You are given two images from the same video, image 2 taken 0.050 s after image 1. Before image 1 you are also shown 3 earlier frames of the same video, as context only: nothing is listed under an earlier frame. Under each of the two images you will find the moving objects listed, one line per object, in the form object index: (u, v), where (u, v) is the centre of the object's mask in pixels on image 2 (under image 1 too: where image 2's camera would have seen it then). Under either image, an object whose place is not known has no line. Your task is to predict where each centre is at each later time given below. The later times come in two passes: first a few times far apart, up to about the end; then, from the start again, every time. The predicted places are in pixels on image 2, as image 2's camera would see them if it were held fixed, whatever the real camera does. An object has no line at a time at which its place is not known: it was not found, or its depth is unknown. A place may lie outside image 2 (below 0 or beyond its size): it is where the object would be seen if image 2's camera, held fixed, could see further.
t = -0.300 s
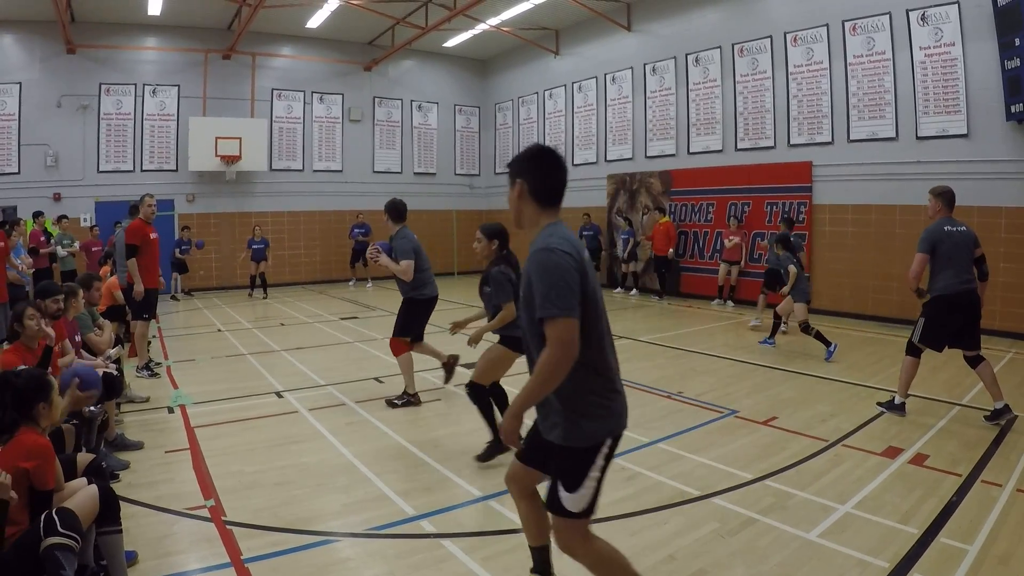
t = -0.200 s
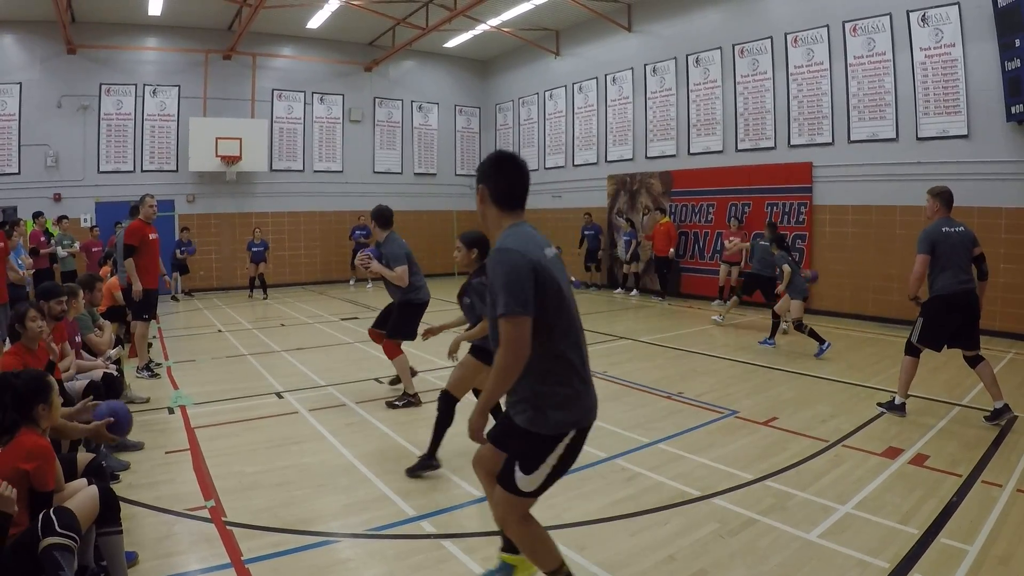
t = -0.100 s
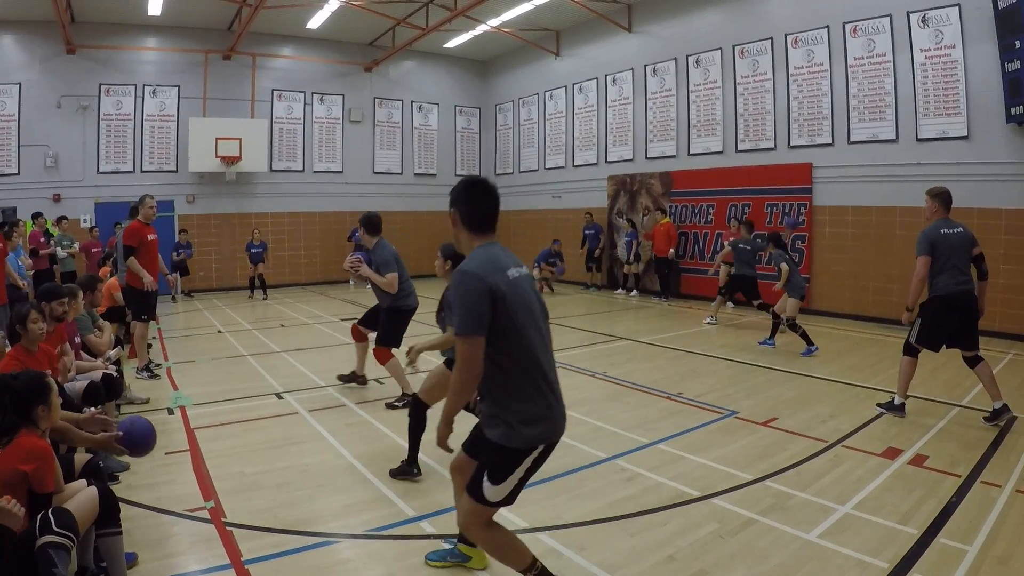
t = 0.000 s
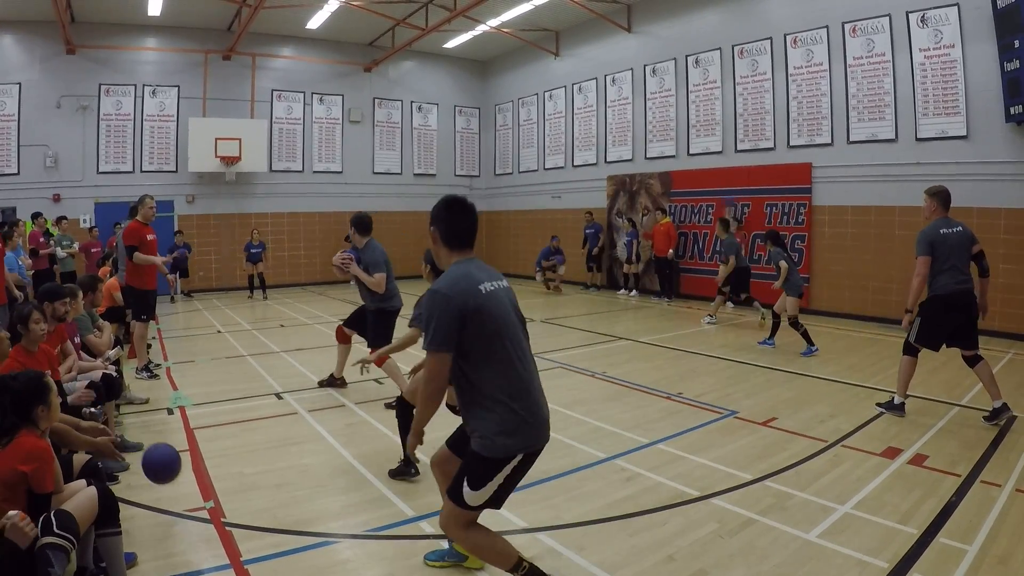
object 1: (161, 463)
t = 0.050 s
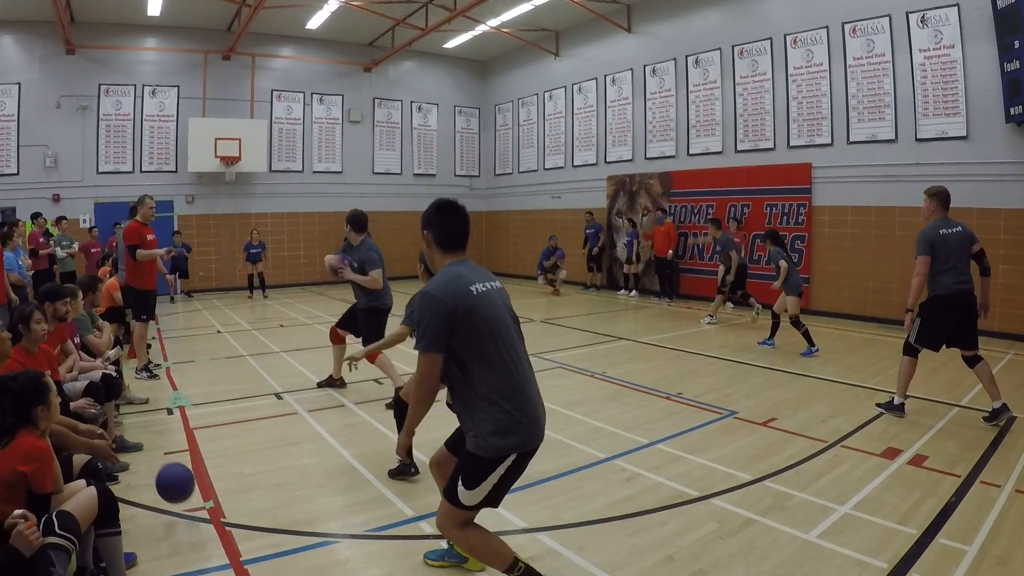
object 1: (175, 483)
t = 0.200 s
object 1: (201, 484)
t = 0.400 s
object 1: (231, 479)
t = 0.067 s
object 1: (179, 490)
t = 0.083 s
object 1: (185, 498)
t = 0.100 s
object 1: (189, 507)
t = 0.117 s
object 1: (192, 507)
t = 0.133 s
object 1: (194, 501)
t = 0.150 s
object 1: (195, 496)
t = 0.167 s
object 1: (197, 491)
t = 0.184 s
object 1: (199, 488)
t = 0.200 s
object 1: (201, 484)
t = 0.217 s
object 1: (203, 481)
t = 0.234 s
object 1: (206, 478)
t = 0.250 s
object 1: (208, 476)
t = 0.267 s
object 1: (210, 475)
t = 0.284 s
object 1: (212, 474)
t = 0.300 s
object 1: (215, 473)
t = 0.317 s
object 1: (217, 473)
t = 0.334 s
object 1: (220, 473)
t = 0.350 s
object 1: (223, 474)
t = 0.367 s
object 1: (225, 475)
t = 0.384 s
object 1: (228, 477)
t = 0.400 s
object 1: (231, 479)
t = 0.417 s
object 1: (233, 482)
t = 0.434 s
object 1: (236, 485)
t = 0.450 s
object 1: (239, 489)
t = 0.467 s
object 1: (242, 493)
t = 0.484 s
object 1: (245, 497)
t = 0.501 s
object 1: (248, 495)
